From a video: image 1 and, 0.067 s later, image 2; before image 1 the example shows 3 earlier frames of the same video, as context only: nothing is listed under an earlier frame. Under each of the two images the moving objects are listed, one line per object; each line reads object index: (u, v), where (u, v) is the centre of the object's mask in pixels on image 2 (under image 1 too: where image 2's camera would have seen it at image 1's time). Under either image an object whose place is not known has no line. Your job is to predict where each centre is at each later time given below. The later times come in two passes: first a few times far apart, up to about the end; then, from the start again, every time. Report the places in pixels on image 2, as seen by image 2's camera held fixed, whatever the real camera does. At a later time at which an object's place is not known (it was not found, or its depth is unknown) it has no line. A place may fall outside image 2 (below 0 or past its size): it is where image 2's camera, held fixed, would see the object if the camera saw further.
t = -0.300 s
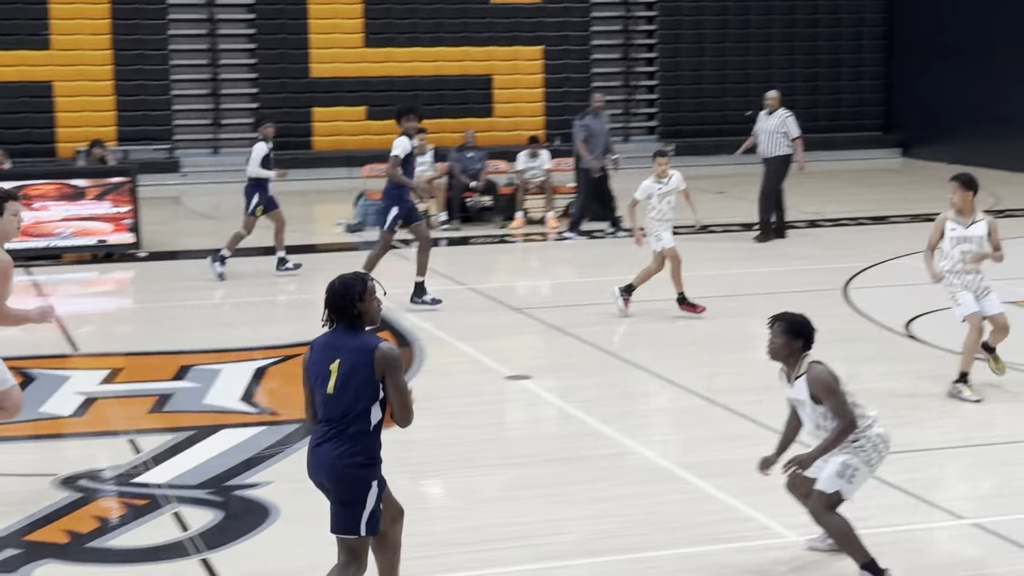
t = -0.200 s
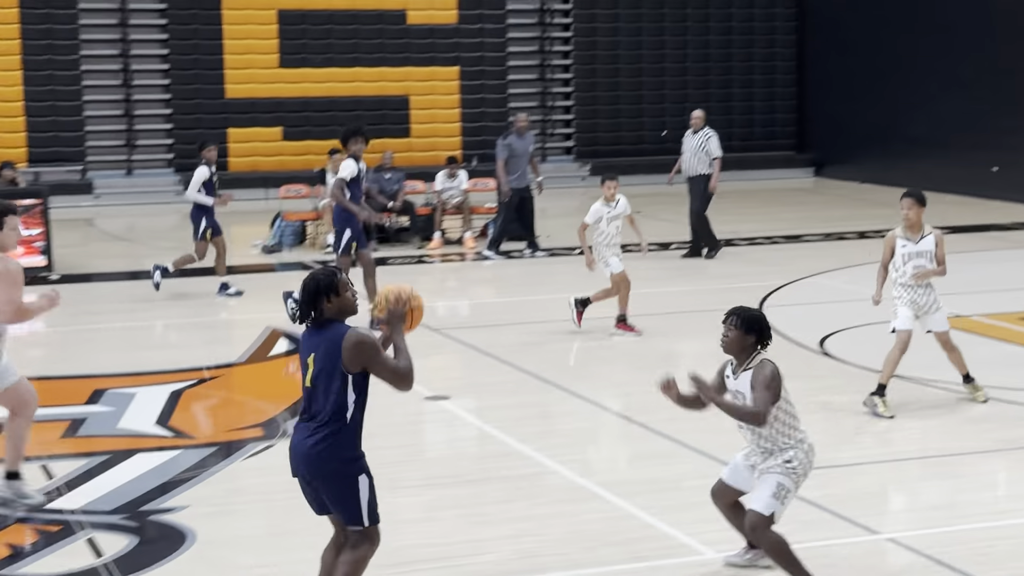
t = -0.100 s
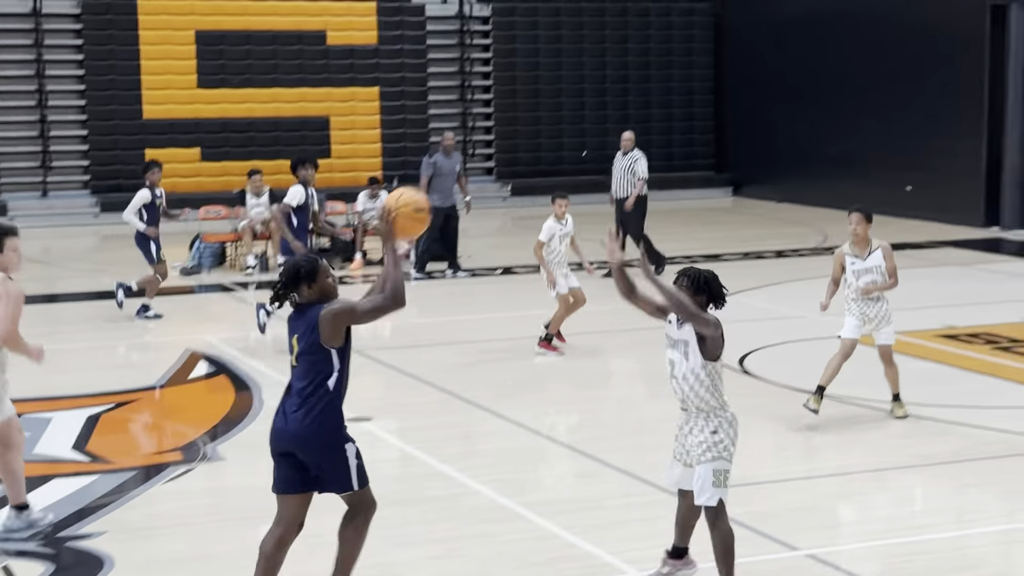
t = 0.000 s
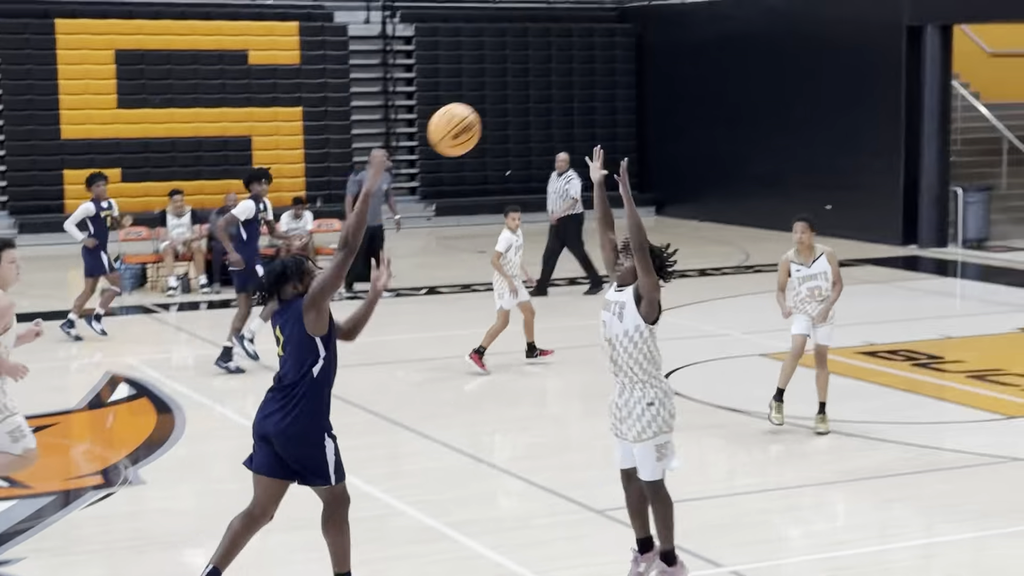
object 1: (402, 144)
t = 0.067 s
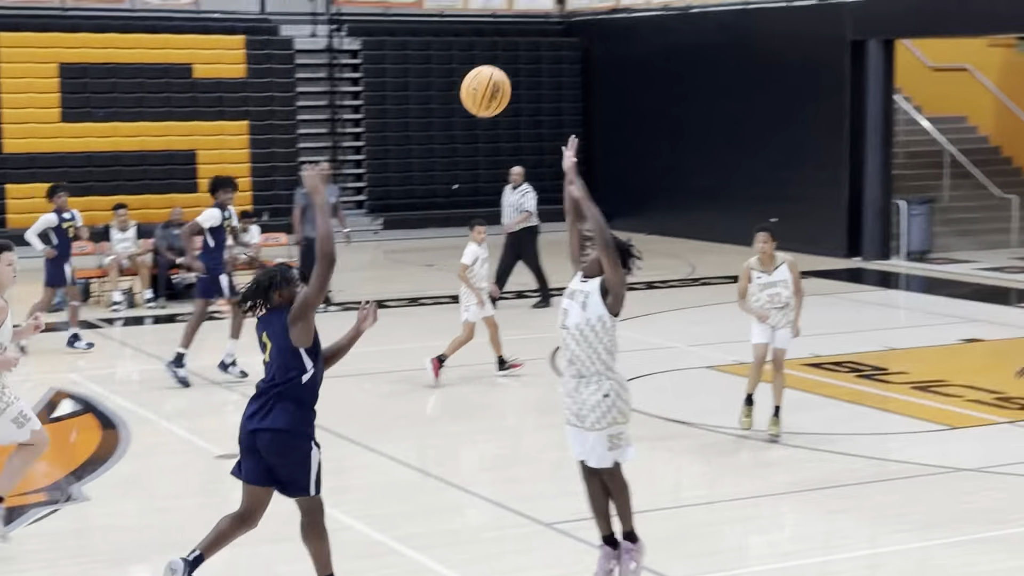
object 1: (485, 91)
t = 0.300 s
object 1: (754, -8)
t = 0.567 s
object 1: (1017, 11)
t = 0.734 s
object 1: (1161, 83)
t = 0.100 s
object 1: (526, 70)
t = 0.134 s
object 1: (566, 49)
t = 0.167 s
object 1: (605, 32)
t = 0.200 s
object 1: (643, 18)
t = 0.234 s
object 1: (680, 7)
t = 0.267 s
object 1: (718, -1)
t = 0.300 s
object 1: (754, -8)
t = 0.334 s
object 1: (789, -13)
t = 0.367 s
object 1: (824, -14)
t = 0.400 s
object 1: (857, -15)
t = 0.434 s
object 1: (890, -14)
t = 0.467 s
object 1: (923, -10)
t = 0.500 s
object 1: (955, -4)
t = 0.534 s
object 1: (986, 2)
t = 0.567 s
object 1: (1017, 11)
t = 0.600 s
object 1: (1047, 22)
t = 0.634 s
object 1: (1076, 35)
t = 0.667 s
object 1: (1105, 49)
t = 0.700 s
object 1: (1132, 66)
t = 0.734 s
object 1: (1161, 83)
